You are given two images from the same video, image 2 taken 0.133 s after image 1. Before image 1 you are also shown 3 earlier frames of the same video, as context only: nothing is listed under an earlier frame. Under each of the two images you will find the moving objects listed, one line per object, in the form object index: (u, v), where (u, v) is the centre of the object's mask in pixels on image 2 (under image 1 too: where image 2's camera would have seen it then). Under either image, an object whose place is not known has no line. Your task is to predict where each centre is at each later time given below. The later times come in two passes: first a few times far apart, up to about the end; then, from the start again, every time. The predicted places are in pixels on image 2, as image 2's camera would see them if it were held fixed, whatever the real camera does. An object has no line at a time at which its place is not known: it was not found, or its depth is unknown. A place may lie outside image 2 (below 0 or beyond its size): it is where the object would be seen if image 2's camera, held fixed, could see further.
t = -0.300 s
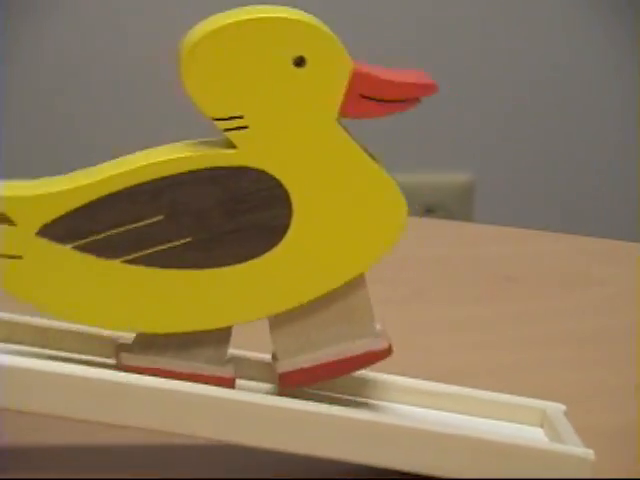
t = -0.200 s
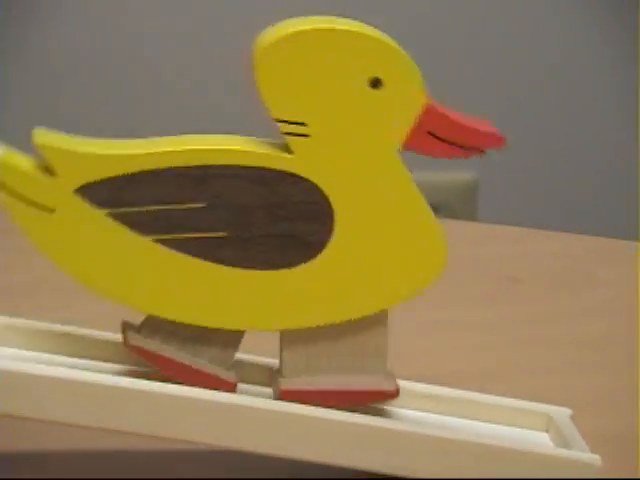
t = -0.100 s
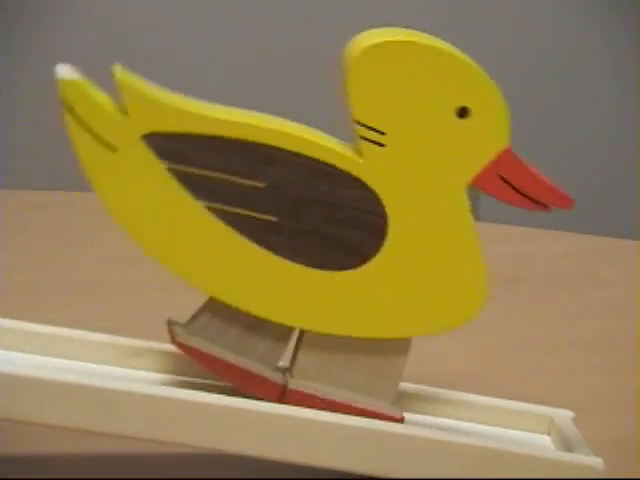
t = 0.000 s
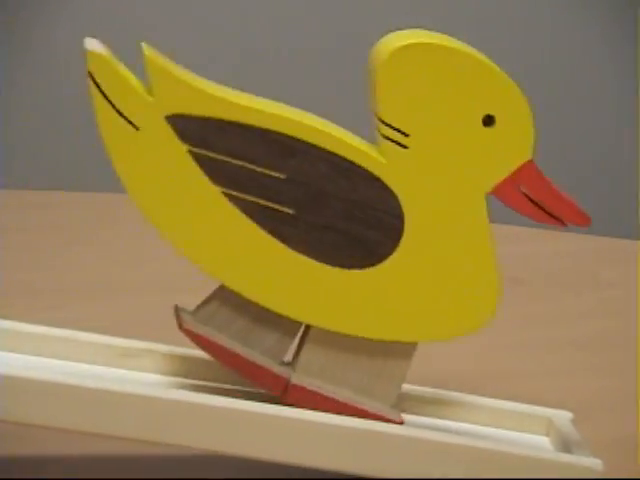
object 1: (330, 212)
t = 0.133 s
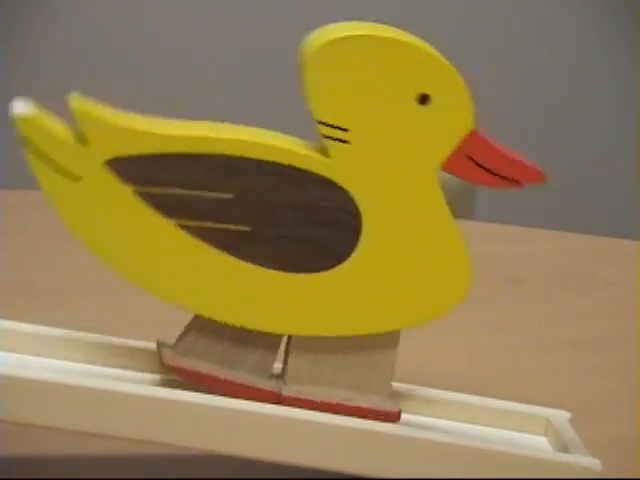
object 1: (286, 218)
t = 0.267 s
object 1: (247, 216)
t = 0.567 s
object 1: (356, 227)
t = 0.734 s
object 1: (379, 225)
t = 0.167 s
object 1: (270, 220)
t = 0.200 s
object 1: (256, 220)
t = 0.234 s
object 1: (248, 218)
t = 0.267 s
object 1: (247, 216)
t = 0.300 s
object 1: (253, 217)
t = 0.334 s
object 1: (259, 219)
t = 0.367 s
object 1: (266, 221)
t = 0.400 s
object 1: (275, 222)
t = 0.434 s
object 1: (286, 223)
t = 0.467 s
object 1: (299, 225)
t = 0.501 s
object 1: (316, 227)
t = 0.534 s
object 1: (336, 227)
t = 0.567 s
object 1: (356, 227)
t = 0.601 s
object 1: (374, 225)
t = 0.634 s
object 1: (385, 223)
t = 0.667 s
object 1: (391, 223)
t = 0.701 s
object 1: (388, 223)
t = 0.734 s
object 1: (379, 225)
